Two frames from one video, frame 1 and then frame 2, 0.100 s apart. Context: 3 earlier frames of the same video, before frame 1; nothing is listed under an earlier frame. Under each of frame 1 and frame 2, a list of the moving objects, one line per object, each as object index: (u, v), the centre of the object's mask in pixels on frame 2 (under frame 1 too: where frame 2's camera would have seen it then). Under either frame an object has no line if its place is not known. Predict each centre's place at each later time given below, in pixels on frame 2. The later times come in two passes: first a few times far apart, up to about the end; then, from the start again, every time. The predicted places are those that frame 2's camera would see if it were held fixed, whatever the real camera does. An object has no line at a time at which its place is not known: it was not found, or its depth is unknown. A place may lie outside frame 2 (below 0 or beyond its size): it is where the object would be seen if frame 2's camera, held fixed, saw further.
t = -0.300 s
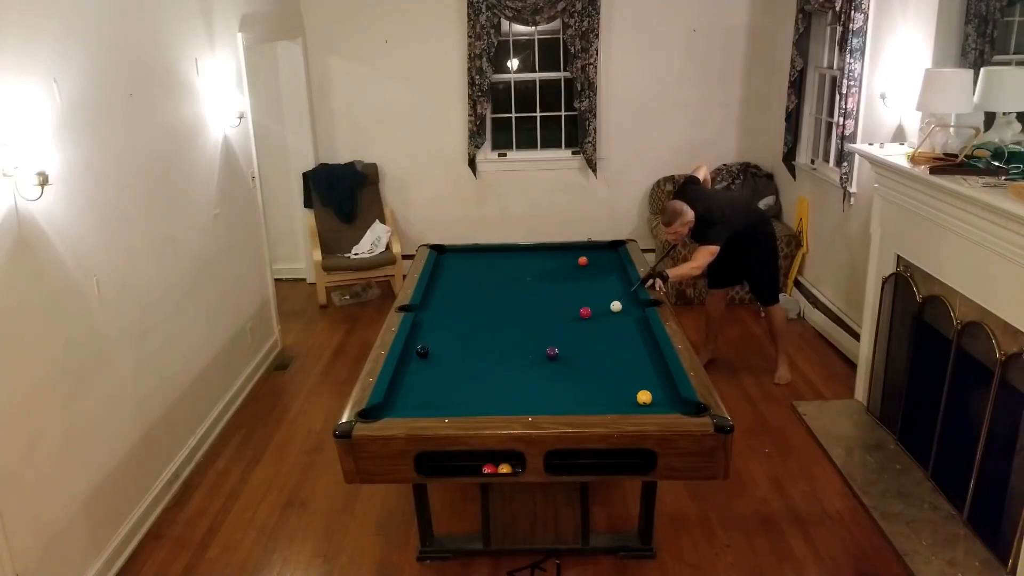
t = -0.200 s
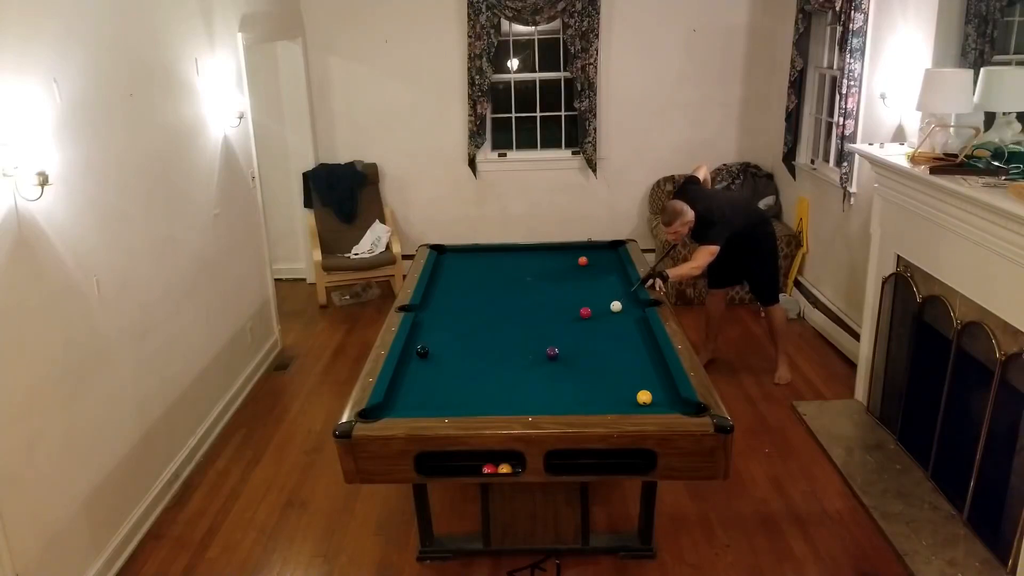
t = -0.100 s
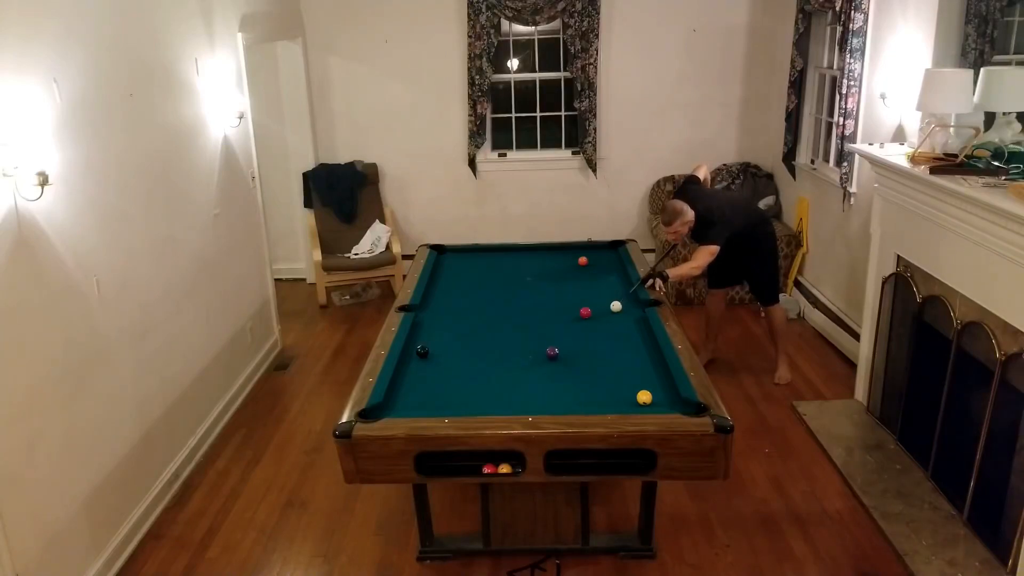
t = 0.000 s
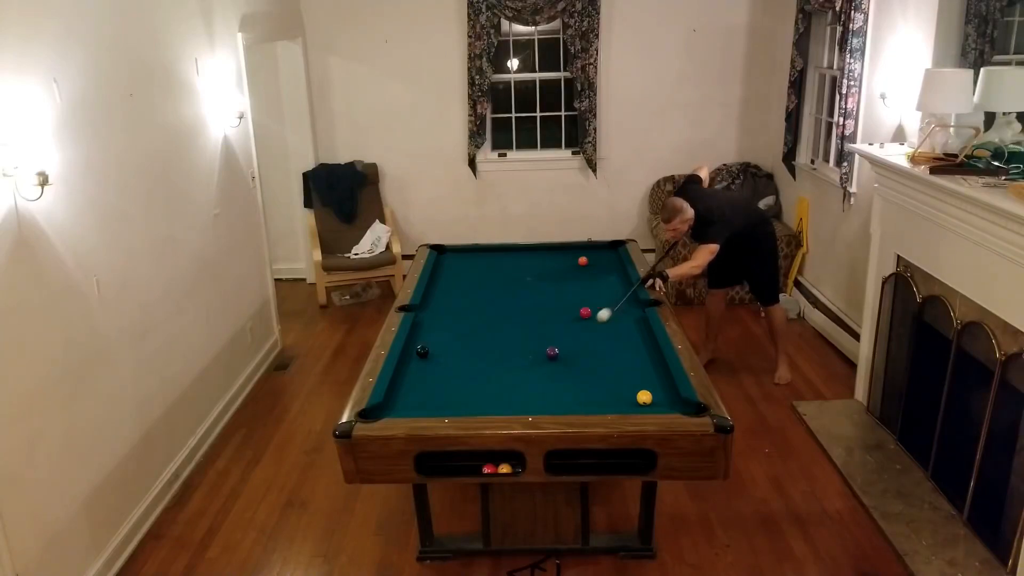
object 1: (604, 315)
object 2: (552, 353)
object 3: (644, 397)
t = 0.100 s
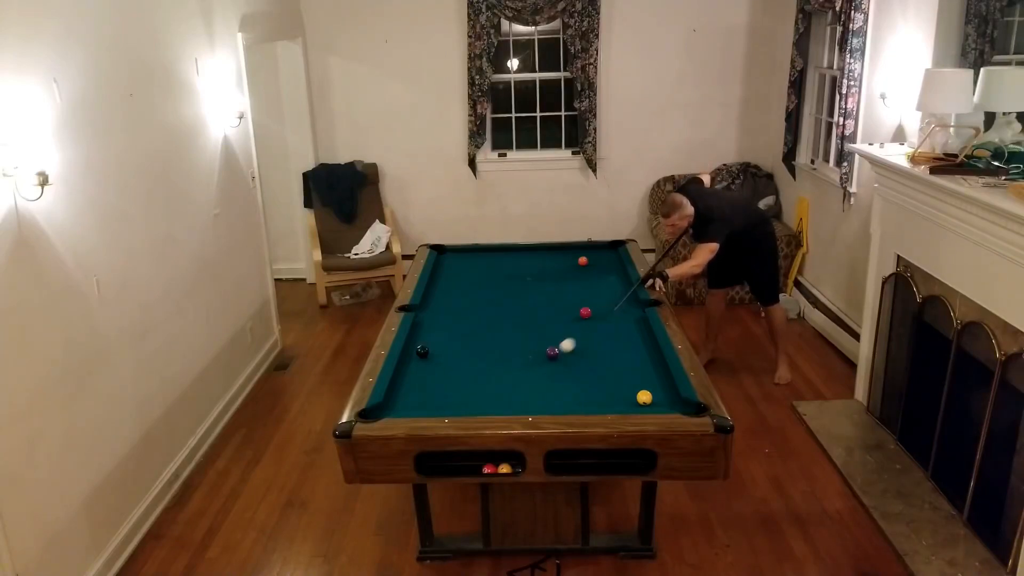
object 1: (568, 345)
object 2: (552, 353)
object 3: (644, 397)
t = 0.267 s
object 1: (592, 367)
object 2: (458, 384)
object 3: (644, 397)
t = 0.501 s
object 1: (630, 393)
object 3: (644, 397)
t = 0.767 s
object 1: (626, 403)
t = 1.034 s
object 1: (622, 395)
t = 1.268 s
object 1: (619, 388)
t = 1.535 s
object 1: (617, 380)
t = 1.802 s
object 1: (615, 373)
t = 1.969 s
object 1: (614, 369)
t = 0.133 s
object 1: (567, 351)
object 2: (540, 356)
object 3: (644, 397)
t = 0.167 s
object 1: (574, 356)
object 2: (520, 364)
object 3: (644, 397)
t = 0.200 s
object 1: (580, 359)
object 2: (498, 372)
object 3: (644, 397)
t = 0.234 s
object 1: (587, 363)
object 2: (478, 378)
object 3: (644, 397)
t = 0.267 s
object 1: (592, 367)
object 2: (458, 384)
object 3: (644, 397)
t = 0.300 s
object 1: (598, 371)
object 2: (435, 392)
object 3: (644, 397)
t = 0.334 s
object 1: (603, 374)
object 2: (415, 398)
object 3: (644, 397)
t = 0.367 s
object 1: (608, 378)
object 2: (392, 407)
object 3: (644, 397)
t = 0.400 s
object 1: (614, 382)
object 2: (372, 412)
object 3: (644, 397)
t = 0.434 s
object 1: (619, 386)
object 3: (644, 397)
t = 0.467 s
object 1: (625, 390)
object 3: (644, 397)
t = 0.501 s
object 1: (630, 393)
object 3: (644, 397)
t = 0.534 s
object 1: (629, 395)
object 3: (652, 399)
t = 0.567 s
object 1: (628, 397)
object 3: (659, 401)
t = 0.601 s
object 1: (627, 399)
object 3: (665, 403)
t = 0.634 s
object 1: (627, 401)
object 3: (671, 405)
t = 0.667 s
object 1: (627, 402)
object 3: (677, 406)
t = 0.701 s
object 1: (627, 403)
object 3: (682, 409)
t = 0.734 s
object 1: (627, 404)
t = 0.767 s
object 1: (626, 403)
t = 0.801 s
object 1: (625, 402)
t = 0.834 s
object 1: (625, 402)
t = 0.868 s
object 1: (624, 401)
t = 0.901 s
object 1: (624, 399)
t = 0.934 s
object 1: (623, 398)
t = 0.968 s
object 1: (623, 397)
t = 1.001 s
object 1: (622, 396)
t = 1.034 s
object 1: (622, 395)
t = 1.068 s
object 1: (621, 394)
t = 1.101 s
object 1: (621, 393)
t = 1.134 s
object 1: (621, 392)
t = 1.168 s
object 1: (620, 391)
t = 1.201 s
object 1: (620, 390)
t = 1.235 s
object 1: (620, 389)
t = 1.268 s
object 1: (619, 388)
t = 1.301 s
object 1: (619, 387)
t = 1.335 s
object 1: (619, 386)
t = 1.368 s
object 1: (618, 385)
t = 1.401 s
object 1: (618, 384)
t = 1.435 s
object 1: (618, 383)
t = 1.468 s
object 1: (617, 382)
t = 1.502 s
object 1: (617, 381)
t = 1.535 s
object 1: (617, 380)
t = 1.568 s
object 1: (617, 379)
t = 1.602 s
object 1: (616, 378)
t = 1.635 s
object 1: (616, 377)
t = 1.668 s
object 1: (616, 376)
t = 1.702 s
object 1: (616, 376)
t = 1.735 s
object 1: (616, 375)
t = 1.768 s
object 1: (615, 374)
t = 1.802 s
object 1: (615, 373)
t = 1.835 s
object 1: (615, 372)
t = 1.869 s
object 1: (615, 372)
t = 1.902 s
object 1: (615, 371)
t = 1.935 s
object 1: (614, 370)
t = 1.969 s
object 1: (614, 369)
